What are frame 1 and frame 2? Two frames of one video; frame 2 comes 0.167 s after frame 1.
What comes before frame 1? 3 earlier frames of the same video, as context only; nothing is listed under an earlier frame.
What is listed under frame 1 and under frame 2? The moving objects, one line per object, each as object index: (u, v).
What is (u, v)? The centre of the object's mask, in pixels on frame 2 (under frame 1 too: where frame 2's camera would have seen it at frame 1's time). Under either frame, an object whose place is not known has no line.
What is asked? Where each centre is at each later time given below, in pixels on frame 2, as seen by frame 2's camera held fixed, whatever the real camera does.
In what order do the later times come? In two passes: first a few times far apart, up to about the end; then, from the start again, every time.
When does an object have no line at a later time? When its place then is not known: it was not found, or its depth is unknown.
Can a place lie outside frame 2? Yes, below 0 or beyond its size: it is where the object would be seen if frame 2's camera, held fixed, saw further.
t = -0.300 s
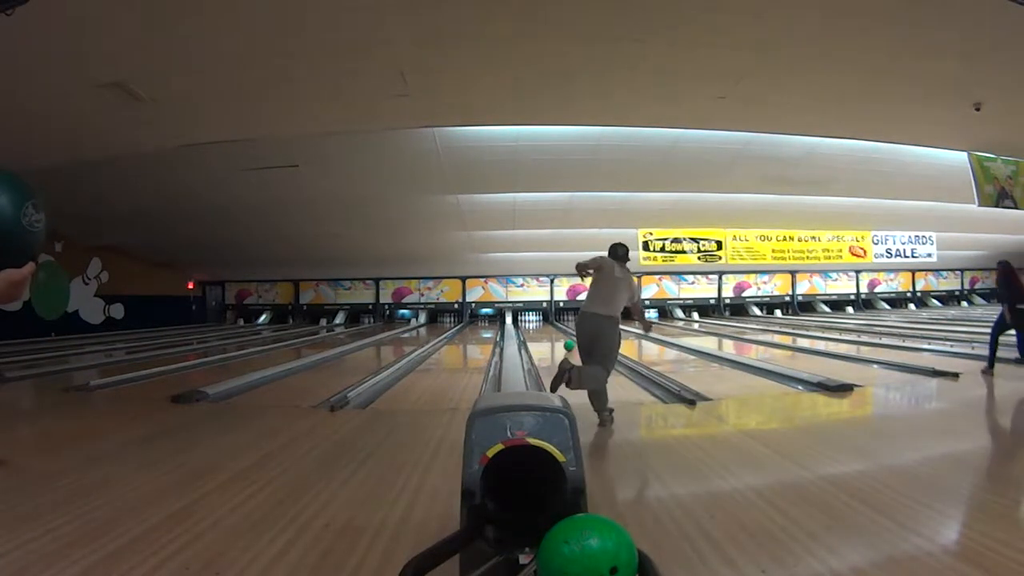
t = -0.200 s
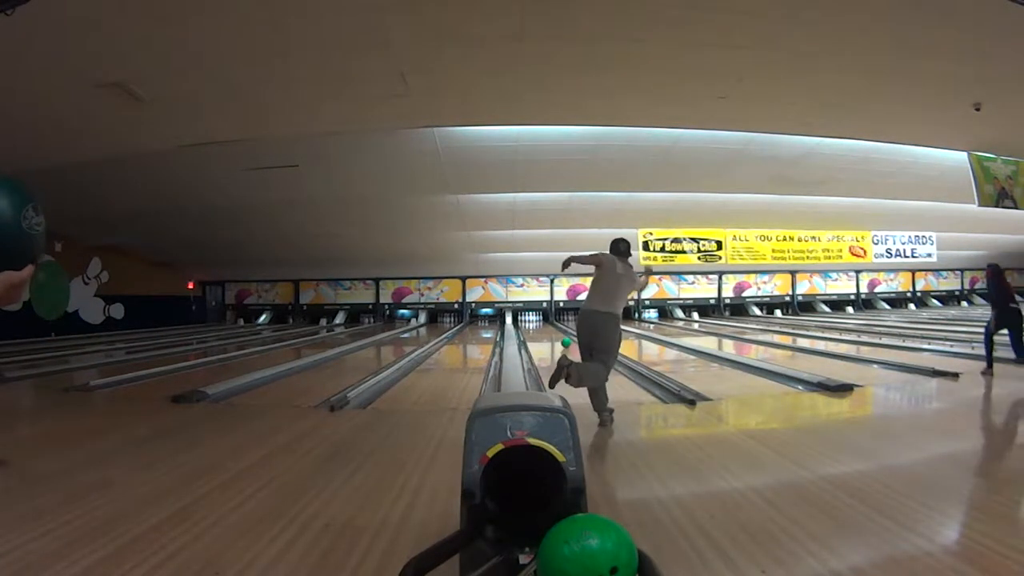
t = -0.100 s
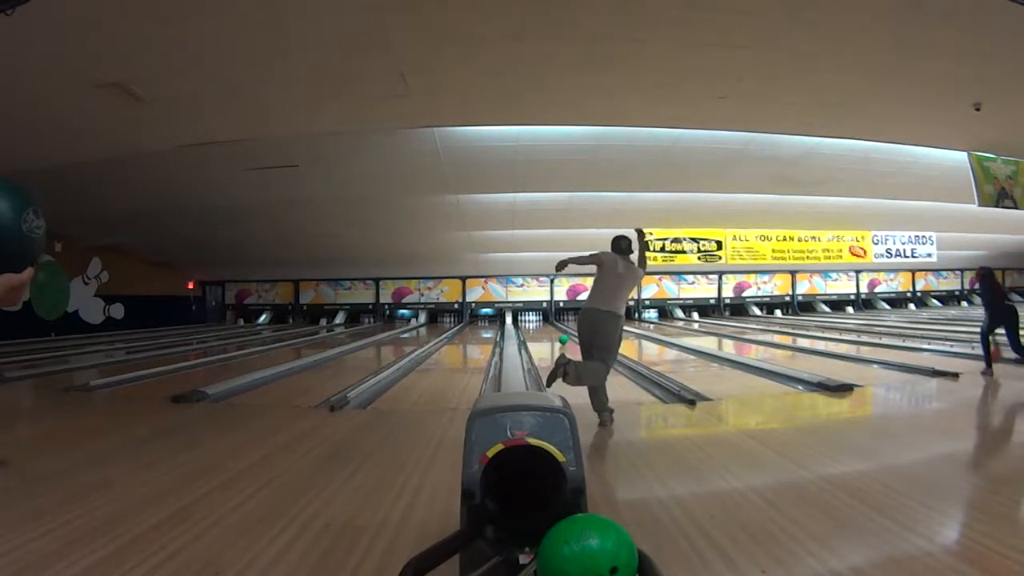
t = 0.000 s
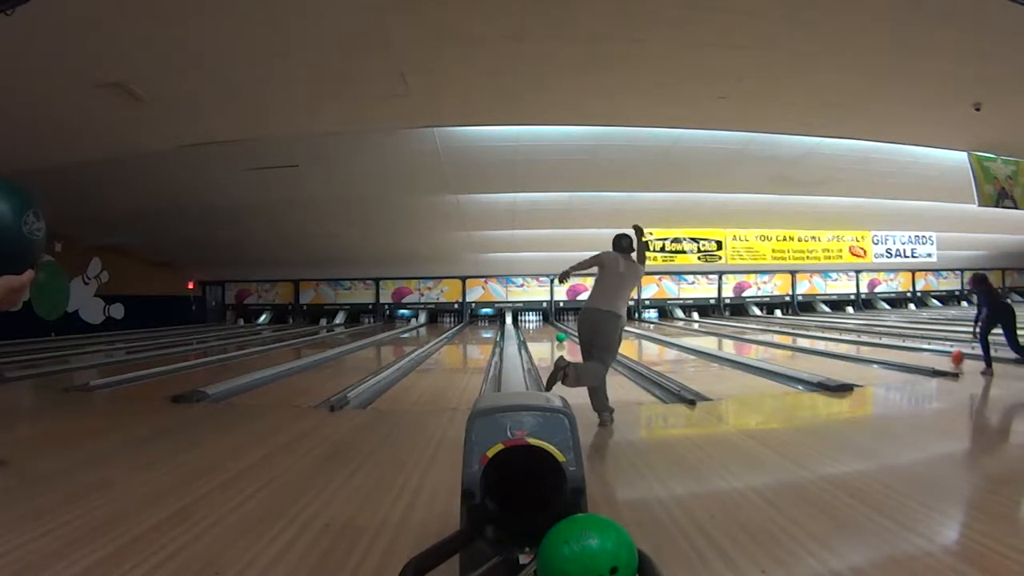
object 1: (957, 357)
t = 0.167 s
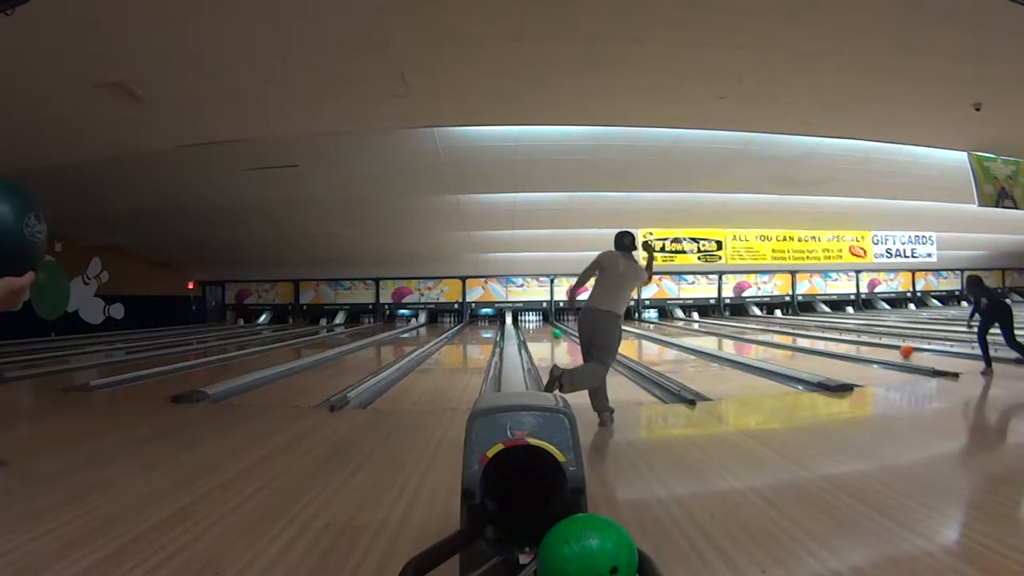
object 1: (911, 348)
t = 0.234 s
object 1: (890, 347)
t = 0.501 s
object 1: (831, 339)
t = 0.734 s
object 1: (792, 336)
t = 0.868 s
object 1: (774, 333)
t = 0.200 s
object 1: (897, 349)
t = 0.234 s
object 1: (890, 347)
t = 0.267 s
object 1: (881, 346)
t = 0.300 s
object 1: (873, 346)
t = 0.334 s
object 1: (864, 345)
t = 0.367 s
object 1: (857, 344)
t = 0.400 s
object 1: (851, 343)
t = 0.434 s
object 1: (843, 342)
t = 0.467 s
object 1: (837, 341)
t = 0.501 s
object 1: (831, 339)
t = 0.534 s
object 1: (825, 339)
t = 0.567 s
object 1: (818, 339)
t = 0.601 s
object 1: (813, 338)
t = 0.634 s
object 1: (808, 337)
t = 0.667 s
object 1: (802, 337)
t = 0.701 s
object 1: (797, 336)
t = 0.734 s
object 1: (792, 336)
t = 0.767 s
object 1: (787, 335)
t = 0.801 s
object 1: (783, 334)
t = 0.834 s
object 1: (778, 334)
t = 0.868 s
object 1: (774, 333)
